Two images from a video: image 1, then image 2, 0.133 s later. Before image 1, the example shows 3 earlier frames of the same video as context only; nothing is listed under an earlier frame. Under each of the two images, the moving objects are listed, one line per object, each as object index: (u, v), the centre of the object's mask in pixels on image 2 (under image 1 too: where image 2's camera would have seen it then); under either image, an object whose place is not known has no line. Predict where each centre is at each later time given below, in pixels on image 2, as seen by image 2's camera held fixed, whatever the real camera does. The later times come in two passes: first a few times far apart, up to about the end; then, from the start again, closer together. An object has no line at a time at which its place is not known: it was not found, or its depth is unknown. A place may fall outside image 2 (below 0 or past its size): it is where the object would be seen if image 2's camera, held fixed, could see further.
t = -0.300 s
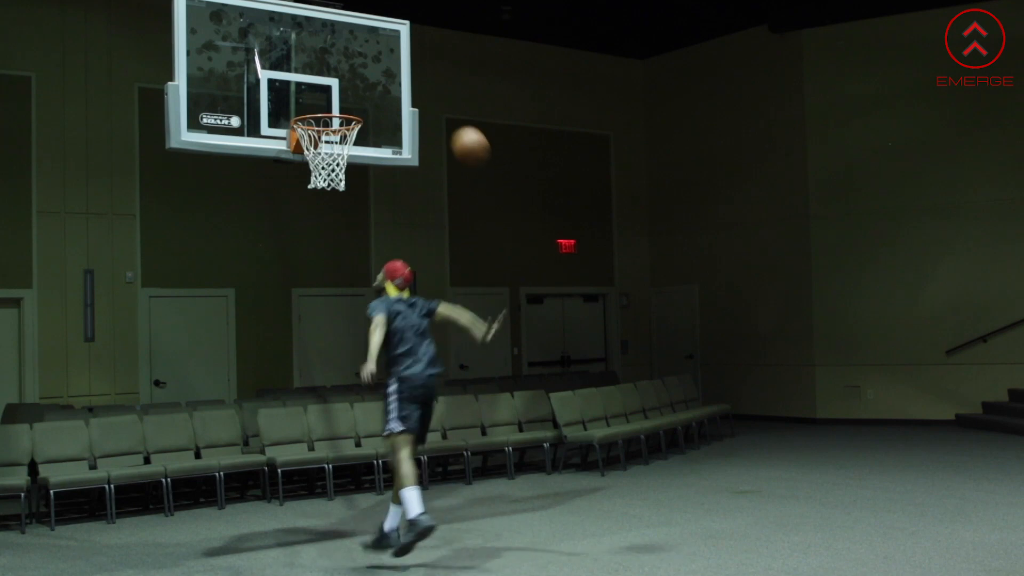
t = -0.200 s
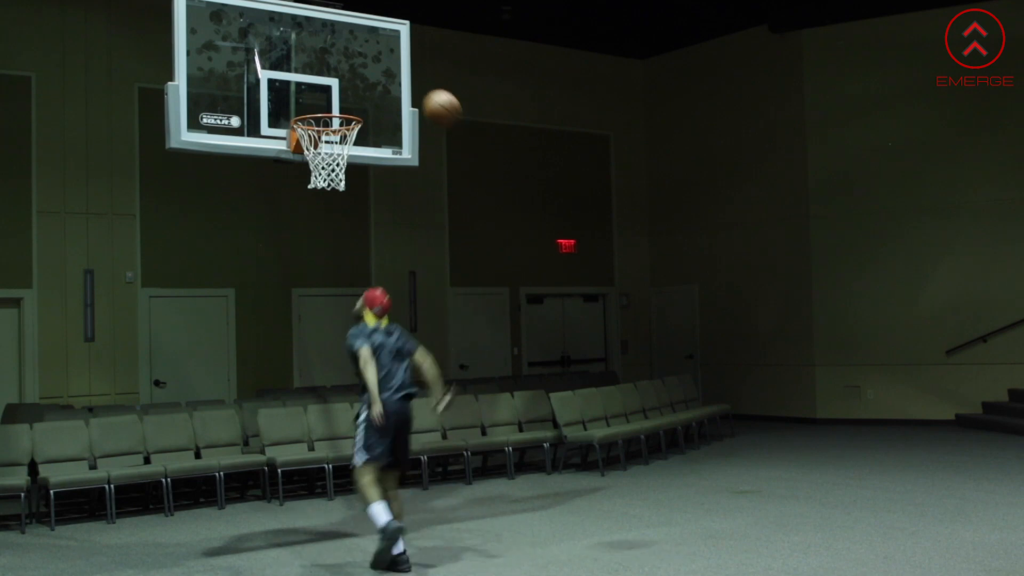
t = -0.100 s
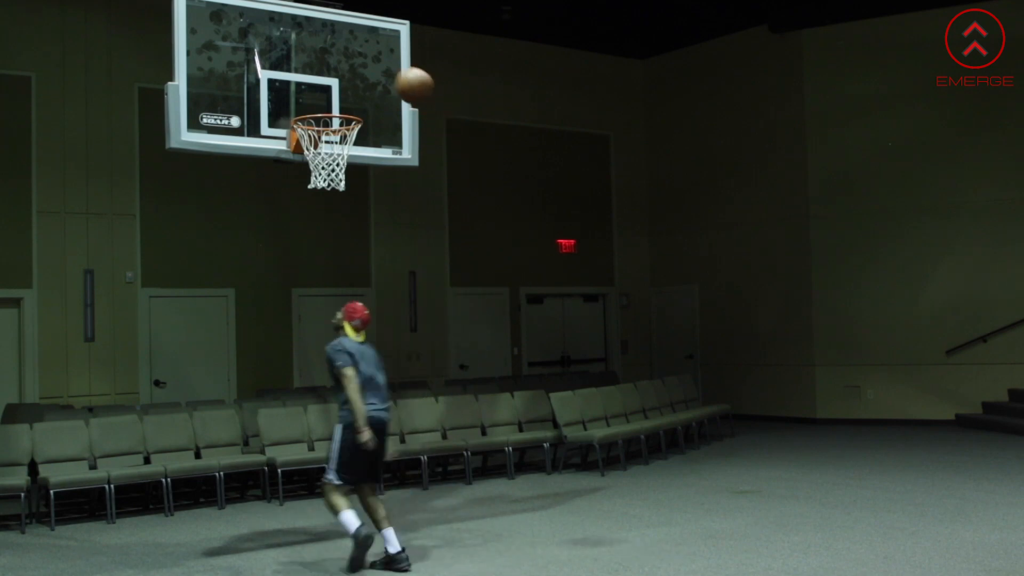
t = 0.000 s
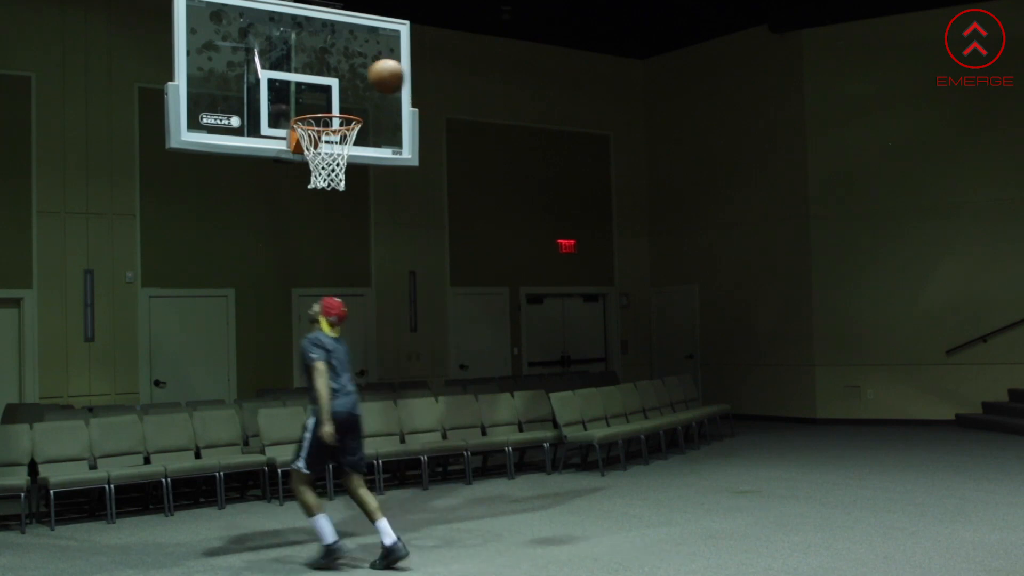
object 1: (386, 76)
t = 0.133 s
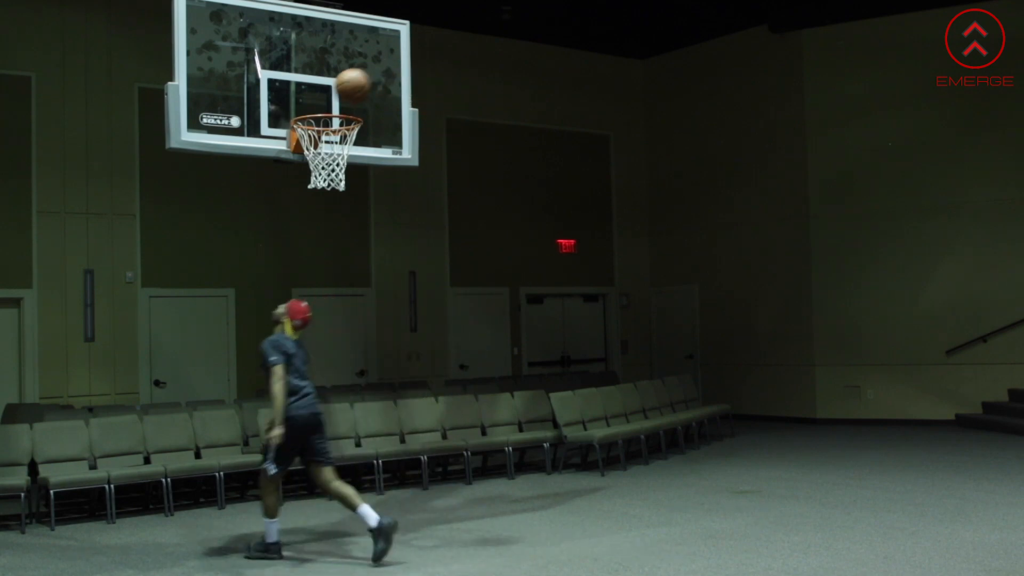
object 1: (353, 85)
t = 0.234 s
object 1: (329, 102)
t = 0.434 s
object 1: (311, 137)
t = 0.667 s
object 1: (327, 194)
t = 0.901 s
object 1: (350, 298)
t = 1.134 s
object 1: (371, 483)
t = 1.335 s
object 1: (387, 452)
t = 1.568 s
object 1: (403, 351)
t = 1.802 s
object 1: (420, 327)
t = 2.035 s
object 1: (438, 375)
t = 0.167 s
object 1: (344, 92)
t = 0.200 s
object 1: (335, 99)
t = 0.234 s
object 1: (329, 102)
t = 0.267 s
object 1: (324, 103)
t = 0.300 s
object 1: (319, 106)
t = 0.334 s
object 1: (315, 109)
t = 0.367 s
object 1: (313, 126)
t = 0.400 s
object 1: (312, 132)
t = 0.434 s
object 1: (311, 137)
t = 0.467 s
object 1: (313, 142)
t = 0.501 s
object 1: (314, 149)
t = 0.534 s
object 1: (316, 156)
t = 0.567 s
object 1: (320, 169)
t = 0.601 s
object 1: (321, 185)
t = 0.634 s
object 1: (325, 189)
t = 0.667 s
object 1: (327, 194)
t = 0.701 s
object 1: (330, 203)
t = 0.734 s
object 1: (333, 215)
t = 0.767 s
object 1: (337, 228)
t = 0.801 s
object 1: (340, 244)
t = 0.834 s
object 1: (343, 261)
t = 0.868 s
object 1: (346, 279)
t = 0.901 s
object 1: (350, 298)
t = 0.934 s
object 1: (353, 320)
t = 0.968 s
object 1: (356, 345)
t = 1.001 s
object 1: (360, 369)
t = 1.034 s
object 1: (362, 395)
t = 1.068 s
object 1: (365, 423)
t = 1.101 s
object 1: (368, 455)
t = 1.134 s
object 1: (371, 483)
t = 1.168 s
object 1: (375, 517)
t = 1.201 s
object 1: (378, 541)
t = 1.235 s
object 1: (380, 517)
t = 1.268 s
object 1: (383, 493)
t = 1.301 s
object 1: (384, 472)
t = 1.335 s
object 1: (387, 452)
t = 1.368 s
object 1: (389, 431)
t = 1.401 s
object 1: (391, 415)
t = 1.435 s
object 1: (393, 400)
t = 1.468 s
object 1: (396, 385)
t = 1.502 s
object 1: (398, 373)
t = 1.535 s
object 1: (400, 362)
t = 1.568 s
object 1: (403, 351)
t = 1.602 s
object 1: (405, 344)
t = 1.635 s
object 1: (407, 338)
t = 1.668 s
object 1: (410, 333)
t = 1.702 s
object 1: (412, 329)
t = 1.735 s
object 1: (415, 327)
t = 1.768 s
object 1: (417, 327)
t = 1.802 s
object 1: (420, 327)
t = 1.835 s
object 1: (422, 329)
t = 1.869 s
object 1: (424, 333)
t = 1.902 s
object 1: (427, 338)
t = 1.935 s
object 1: (430, 345)
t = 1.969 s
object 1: (433, 353)
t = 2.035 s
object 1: (438, 375)
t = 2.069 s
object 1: (441, 388)
